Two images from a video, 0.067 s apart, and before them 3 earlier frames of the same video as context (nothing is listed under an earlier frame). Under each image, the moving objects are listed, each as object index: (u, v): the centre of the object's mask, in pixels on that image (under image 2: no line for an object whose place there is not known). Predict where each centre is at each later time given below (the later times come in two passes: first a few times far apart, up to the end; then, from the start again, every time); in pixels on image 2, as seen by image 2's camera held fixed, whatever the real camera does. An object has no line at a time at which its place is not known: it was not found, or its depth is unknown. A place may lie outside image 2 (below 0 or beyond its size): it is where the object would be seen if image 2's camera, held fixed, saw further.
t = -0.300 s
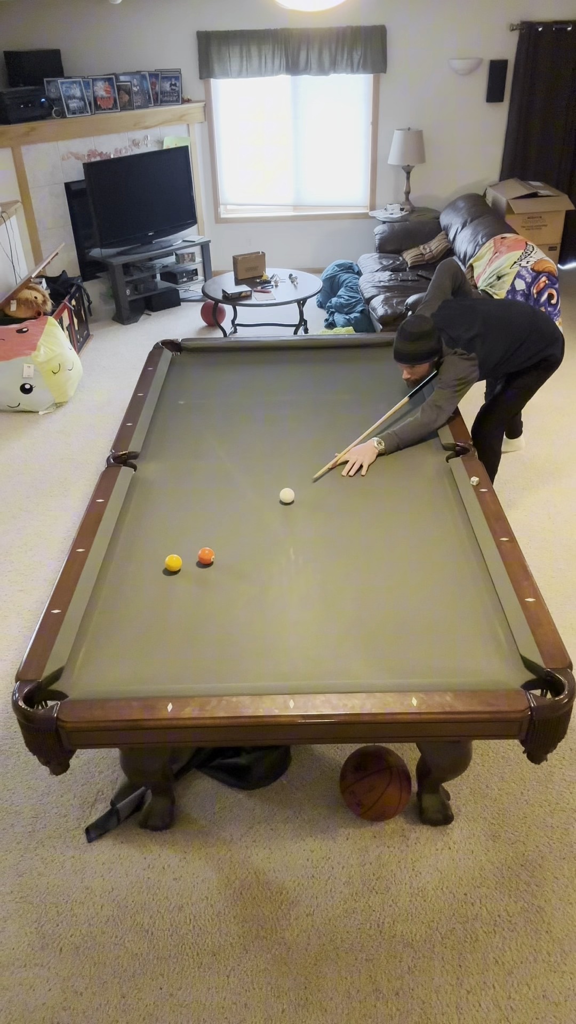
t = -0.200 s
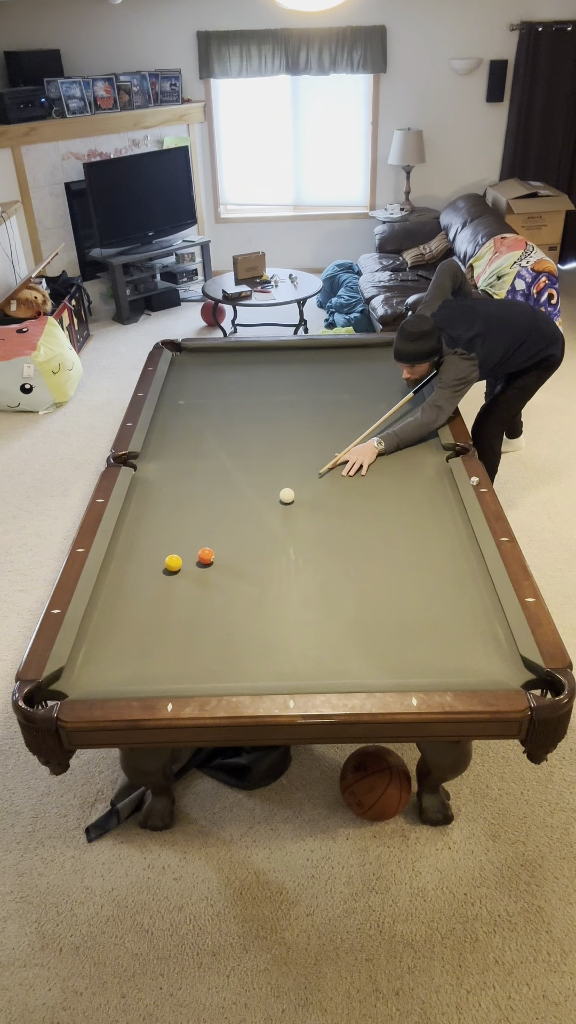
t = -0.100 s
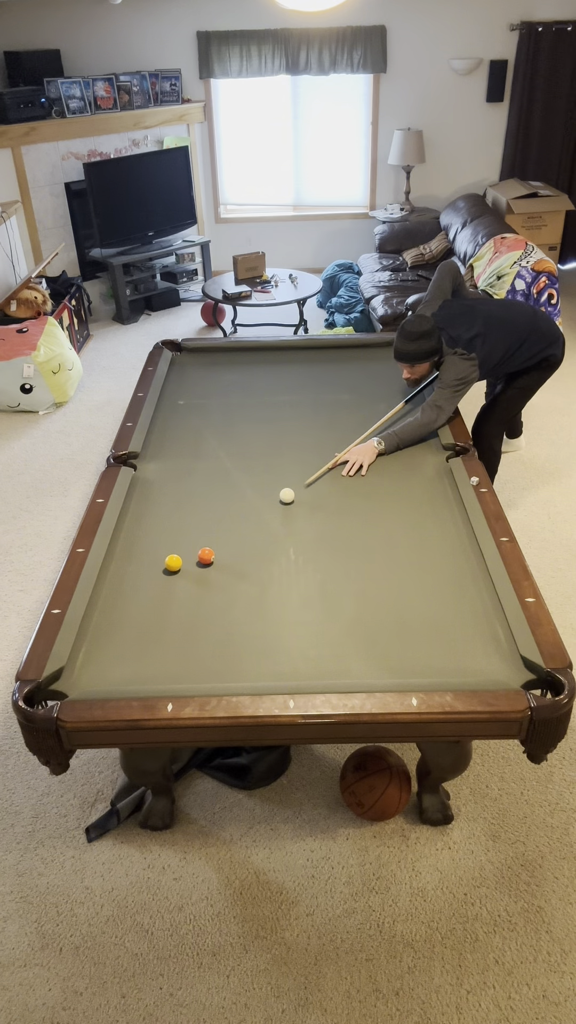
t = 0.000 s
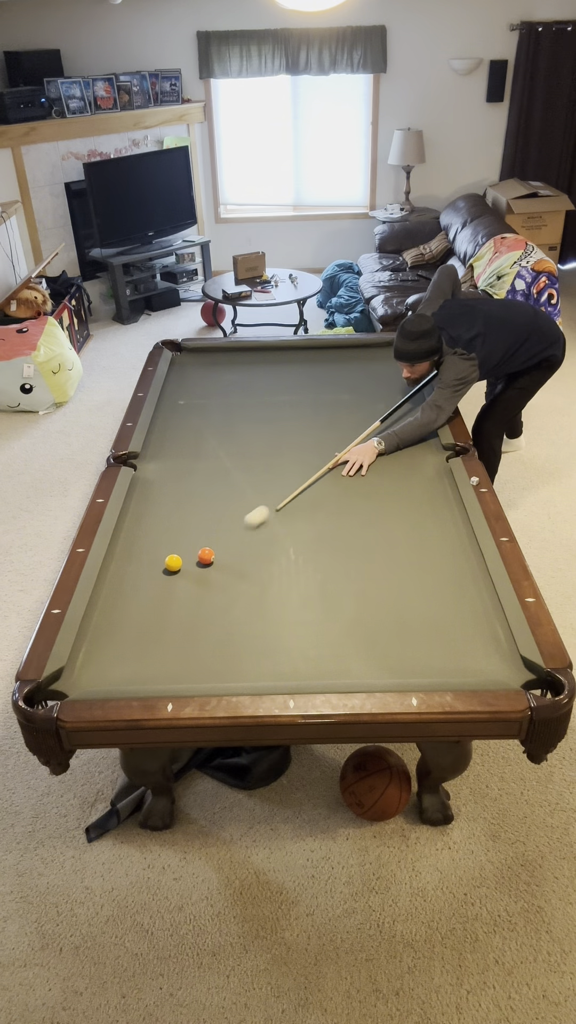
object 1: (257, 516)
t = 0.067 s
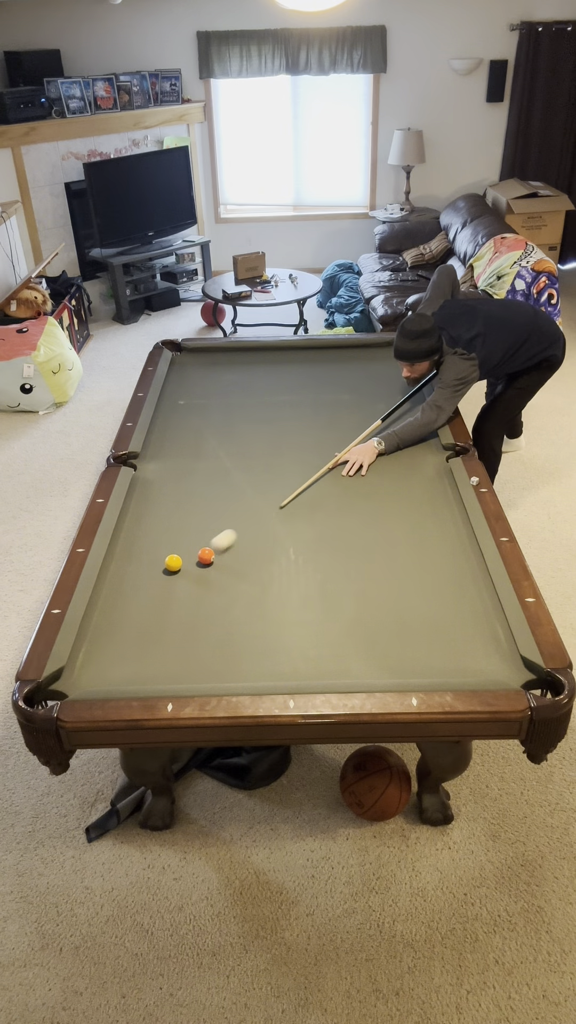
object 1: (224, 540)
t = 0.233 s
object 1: (207, 540)
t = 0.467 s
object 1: (204, 528)
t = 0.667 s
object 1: (201, 518)
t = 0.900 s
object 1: (199, 508)
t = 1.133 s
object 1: (196, 498)
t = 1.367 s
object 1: (194, 490)
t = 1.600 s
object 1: (192, 483)
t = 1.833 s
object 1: (189, 476)
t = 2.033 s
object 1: (188, 471)
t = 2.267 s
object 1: (186, 465)
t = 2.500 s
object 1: (184, 461)
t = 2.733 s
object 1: (182, 457)
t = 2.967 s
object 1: (181, 453)
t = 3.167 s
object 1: (180, 450)
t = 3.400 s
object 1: (178, 448)
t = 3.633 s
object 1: (177, 446)
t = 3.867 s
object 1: (175, 444)
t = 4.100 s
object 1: (175, 443)
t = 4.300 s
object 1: (174, 443)
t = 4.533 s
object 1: (174, 443)
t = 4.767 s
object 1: (174, 442)
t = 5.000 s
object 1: (173, 442)
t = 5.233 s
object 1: (173, 442)
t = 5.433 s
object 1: (173, 442)
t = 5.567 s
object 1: (173, 442)
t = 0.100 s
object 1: (213, 546)
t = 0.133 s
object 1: (210, 545)
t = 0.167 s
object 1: (209, 544)
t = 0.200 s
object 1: (208, 542)
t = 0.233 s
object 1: (207, 540)
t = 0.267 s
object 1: (207, 538)
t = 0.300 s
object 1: (206, 537)
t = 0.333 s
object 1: (206, 535)
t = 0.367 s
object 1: (205, 533)
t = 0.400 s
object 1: (205, 531)
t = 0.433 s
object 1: (204, 530)
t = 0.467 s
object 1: (204, 528)
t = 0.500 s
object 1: (204, 526)
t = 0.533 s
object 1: (203, 525)
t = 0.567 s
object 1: (203, 523)
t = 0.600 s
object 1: (202, 521)
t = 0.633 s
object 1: (202, 520)
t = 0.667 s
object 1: (201, 518)
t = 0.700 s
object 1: (201, 517)
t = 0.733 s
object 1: (201, 515)
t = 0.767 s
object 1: (200, 514)
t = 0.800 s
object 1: (200, 512)
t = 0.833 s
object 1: (199, 511)
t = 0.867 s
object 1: (199, 509)
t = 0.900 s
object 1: (199, 508)
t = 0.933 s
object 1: (198, 506)
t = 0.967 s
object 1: (198, 505)
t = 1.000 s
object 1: (197, 504)
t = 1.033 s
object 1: (197, 502)
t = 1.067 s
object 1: (197, 501)
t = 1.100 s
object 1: (196, 500)
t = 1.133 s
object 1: (196, 498)
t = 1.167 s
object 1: (196, 497)
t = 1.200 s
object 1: (195, 496)
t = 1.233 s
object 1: (195, 495)
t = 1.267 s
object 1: (195, 494)
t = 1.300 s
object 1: (194, 492)
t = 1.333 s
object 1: (194, 491)
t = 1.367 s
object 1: (194, 490)
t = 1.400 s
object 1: (193, 489)
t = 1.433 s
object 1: (193, 488)
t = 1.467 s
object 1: (193, 487)
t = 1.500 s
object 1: (193, 486)
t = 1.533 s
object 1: (192, 485)
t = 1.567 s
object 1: (192, 484)
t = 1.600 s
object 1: (192, 483)
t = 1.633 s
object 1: (191, 482)
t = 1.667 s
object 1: (191, 481)
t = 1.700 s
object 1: (191, 480)
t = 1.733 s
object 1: (190, 479)
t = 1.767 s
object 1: (190, 478)
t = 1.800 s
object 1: (190, 477)
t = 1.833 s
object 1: (189, 476)
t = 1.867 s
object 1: (189, 475)
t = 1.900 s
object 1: (189, 474)
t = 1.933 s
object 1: (188, 473)
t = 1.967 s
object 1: (188, 472)
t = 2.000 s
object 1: (188, 472)
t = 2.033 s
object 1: (188, 471)
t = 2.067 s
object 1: (187, 470)
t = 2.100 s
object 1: (187, 469)
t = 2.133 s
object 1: (187, 468)
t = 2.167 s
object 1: (186, 468)
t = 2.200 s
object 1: (186, 467)
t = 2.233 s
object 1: (186, 466)
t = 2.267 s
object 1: (186, 465)
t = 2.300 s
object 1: (185, 465)
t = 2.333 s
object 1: (185, 464)
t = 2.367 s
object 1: (185, 463)
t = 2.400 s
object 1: (184, 463)
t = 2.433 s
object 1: (184, 462)
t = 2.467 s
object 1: (184, 461)
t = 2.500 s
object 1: (184, 461)
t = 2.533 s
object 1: (184, 460)
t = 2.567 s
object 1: (183, 459)
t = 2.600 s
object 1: (183, 459)
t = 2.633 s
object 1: (183, 458)
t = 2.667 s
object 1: (183, 458)
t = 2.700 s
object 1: (182, 457)
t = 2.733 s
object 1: (182, 457)
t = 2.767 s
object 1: (182, 456)
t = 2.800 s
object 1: (182, 455)
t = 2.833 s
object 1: (182, 455)
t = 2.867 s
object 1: (181, 454)
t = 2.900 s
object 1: (181, 454)
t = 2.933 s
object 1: (181, 453)
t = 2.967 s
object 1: (181, 453)
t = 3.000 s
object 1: (181, 452)
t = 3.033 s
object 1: (180, 452)
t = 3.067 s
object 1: (180, 452)
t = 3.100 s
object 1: (180, 451)
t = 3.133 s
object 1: (180, 451)
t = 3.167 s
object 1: (180, 450)
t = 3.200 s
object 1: (180, 450)
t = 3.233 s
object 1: (179, 449)
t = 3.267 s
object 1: (179, 449)
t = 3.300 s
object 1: (179, 449)
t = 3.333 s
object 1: (179, 448)
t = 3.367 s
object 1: (178, 448)
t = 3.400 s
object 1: (178, 448)
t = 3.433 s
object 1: (178, 447)
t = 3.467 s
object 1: (178, 447)
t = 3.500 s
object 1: (178, 447)
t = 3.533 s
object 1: (178, 447)
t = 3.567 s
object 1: (177, 446)
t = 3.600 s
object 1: (177, 446)
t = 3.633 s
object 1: (177, 446)
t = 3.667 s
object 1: (177, 446)
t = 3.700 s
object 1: (177, 445)
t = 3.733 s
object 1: (176, 445)
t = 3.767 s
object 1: (176, 445)
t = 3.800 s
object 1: (176, 445)
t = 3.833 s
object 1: (176, 445)
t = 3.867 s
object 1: (175, 444)
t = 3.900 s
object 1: (175, 444)
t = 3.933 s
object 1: (175, 444)
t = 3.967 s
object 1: (175, 444)
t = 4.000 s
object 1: (175, 444)
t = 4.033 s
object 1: (175, 444)
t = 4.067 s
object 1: (175, 444)
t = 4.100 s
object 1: (175, 443)
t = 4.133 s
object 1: (174, 443)
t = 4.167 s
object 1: (174, 443)
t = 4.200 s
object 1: (174, 443)
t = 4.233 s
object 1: (174, 443)
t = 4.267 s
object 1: (174, 443)
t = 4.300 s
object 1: (174, 443)
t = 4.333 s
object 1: (174, 443)
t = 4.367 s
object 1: (174, 443)
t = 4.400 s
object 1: (174, 443)
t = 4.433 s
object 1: (174, 443)
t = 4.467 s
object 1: (174, 443)
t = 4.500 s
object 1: (174, 443)
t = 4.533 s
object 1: (174, 443)
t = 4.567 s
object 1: (174, 442)
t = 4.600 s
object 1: (174, 442)
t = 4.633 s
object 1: (174, 442)
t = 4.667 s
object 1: (174, 442)
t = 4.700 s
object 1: (174, 442)
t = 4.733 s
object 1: (173, 442)
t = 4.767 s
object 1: (174, 442)
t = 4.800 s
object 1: (173, 442)
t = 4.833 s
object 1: (174, 442)
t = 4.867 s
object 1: (173, 442)
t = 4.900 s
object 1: (173, 442)
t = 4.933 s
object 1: (173, 442)
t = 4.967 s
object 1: (174, 442)
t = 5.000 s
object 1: (173, 442)
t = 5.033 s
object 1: (173, 442)
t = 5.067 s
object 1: (173, 442)
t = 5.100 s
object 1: (173, 442)
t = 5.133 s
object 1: (173, 442)
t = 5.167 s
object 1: (173, 442)
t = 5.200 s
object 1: (173, 442)
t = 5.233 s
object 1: (173, 442)
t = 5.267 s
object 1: (173, 442)
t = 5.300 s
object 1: (173, 442)
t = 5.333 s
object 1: (173, 442)
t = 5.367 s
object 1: (173, 442)
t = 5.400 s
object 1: (173, 442)
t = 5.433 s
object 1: (173, 442)
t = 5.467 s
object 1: (173, 442)
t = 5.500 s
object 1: (173, 442)
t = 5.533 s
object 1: (174, 442)
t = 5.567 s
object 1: (173, 442)
